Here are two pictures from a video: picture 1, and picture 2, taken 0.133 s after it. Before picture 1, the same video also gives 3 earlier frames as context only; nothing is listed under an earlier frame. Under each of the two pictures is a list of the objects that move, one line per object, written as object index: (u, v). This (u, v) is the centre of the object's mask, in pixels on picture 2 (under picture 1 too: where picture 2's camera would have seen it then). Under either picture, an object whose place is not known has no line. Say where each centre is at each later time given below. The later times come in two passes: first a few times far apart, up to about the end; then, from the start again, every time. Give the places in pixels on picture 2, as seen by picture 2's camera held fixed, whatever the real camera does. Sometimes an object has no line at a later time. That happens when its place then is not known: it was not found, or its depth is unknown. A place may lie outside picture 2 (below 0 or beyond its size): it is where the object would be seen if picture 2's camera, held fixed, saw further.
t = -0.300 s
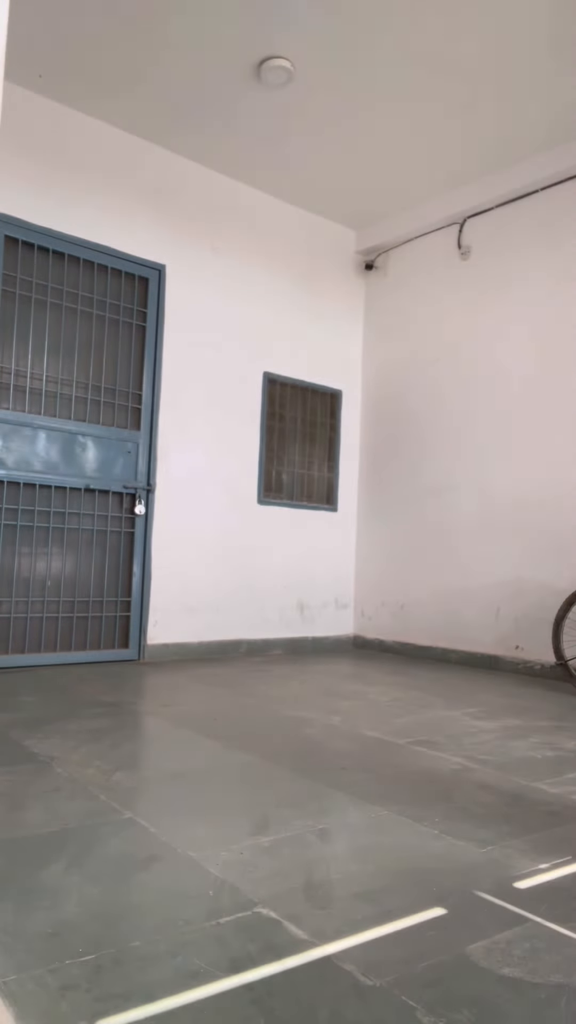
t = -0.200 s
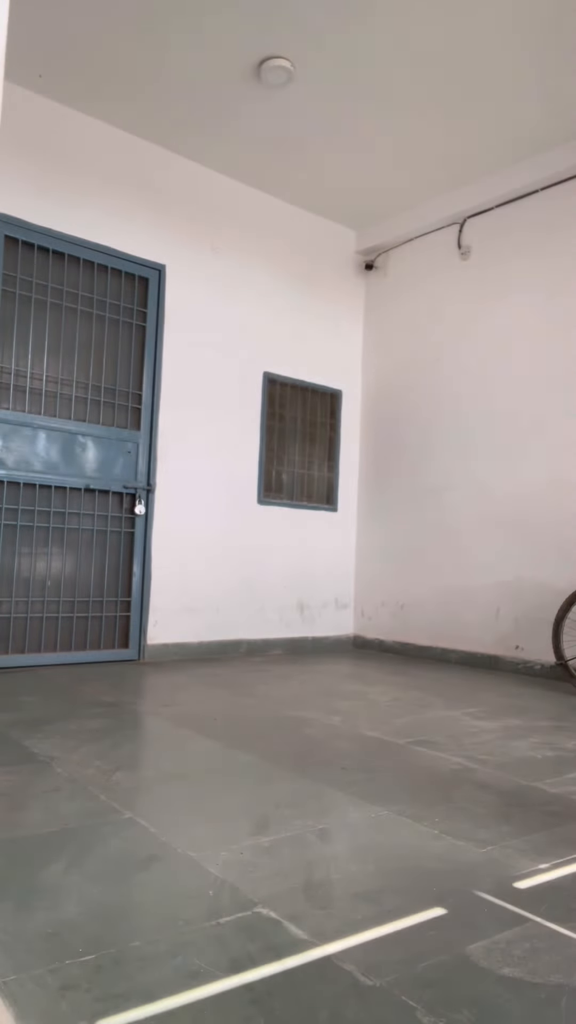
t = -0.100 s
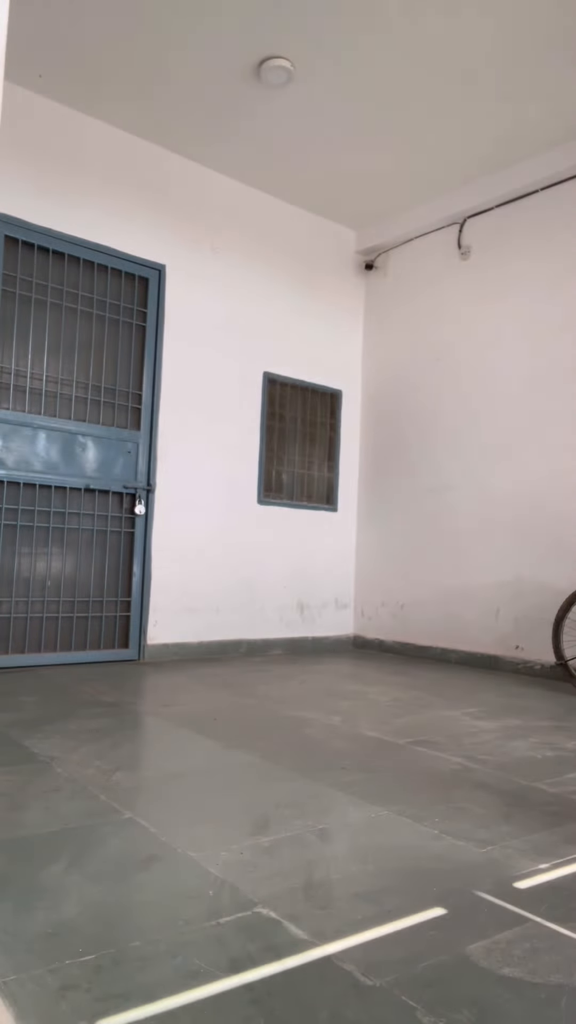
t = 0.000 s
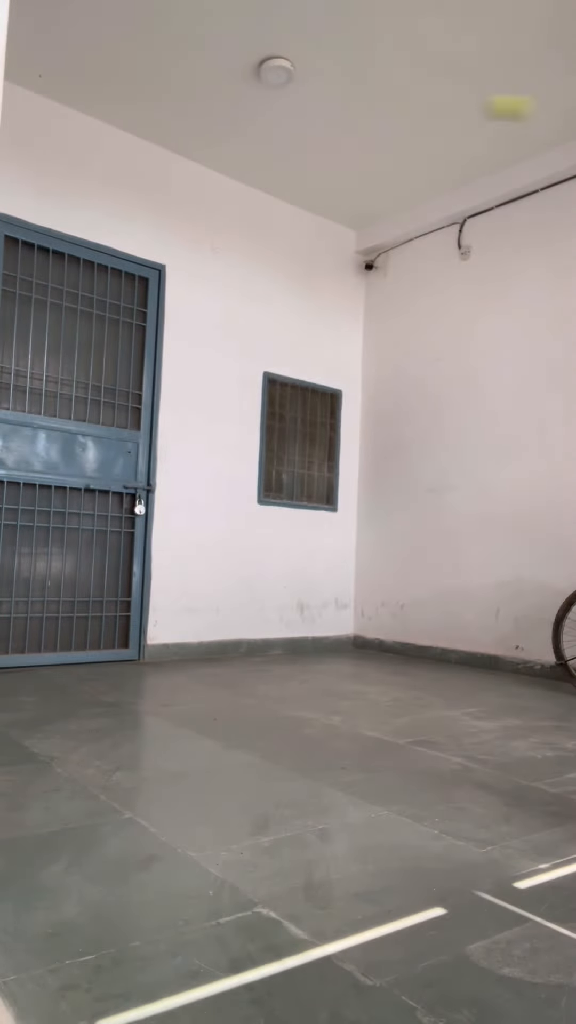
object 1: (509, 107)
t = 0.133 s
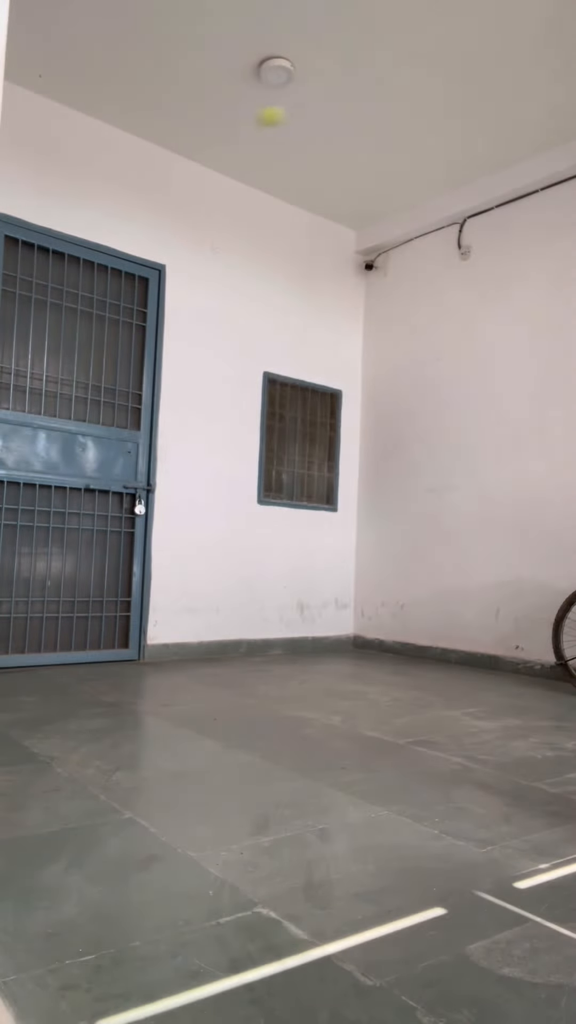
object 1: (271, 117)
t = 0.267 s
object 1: (134, 155)
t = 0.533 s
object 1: (142, 166)
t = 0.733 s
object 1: (289, 204)
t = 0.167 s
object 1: (230, 124)
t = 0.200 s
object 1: (195, 134)
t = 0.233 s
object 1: (162, 144)
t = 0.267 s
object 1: (134, 155)
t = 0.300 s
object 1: (110, 167)
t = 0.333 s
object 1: (87, 179)
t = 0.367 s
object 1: (65, 194)
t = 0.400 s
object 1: (75, 188)
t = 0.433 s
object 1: (90, 180)
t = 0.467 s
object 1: (106, 173)
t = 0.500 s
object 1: (123, 169)
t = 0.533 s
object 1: (142, 166)
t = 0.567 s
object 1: (161, 165)
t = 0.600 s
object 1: (183, 166)
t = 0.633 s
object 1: (207, 170)
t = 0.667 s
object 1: (233, 179)
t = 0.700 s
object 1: (259, 189)
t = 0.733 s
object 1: (289, 204)
